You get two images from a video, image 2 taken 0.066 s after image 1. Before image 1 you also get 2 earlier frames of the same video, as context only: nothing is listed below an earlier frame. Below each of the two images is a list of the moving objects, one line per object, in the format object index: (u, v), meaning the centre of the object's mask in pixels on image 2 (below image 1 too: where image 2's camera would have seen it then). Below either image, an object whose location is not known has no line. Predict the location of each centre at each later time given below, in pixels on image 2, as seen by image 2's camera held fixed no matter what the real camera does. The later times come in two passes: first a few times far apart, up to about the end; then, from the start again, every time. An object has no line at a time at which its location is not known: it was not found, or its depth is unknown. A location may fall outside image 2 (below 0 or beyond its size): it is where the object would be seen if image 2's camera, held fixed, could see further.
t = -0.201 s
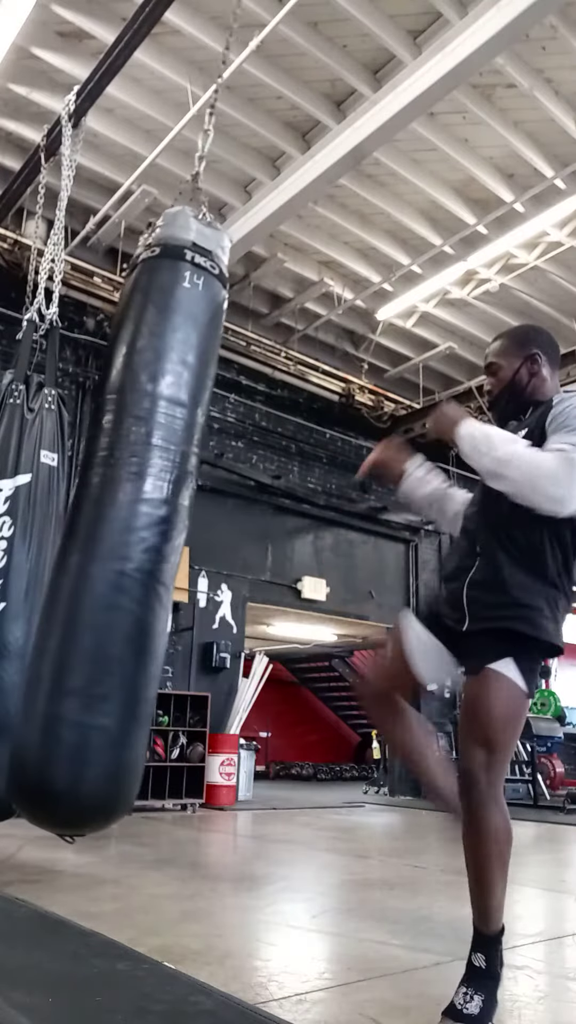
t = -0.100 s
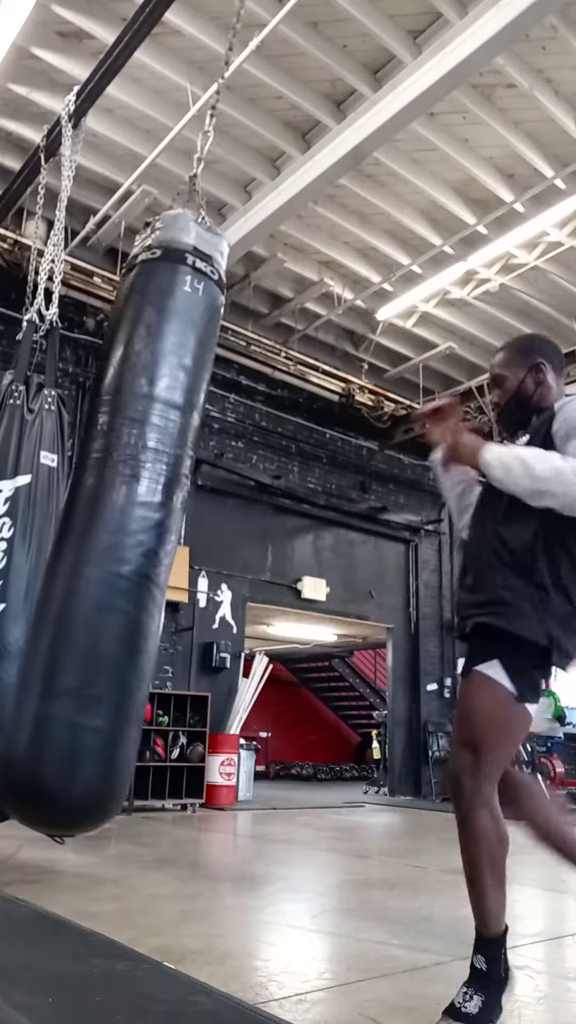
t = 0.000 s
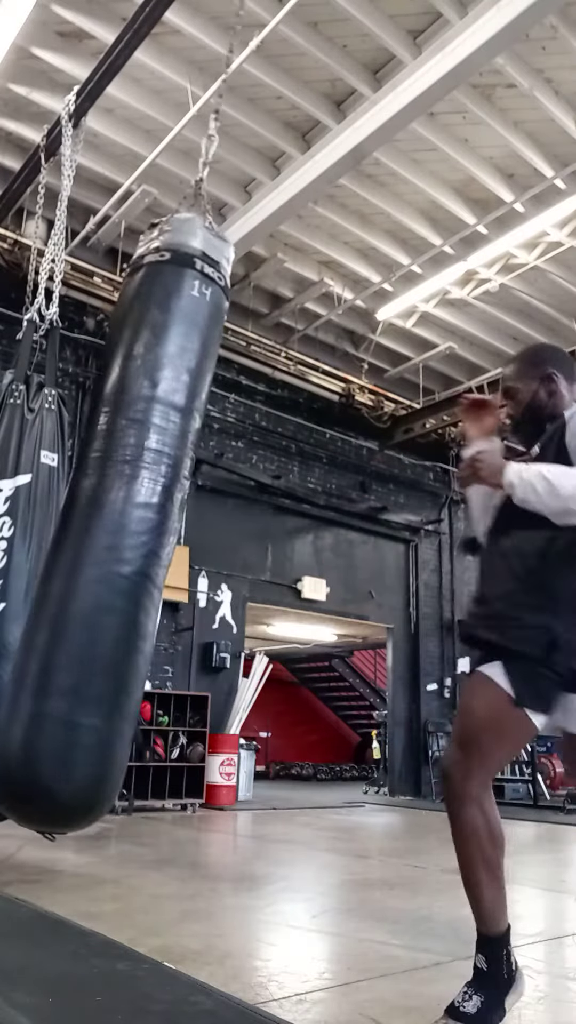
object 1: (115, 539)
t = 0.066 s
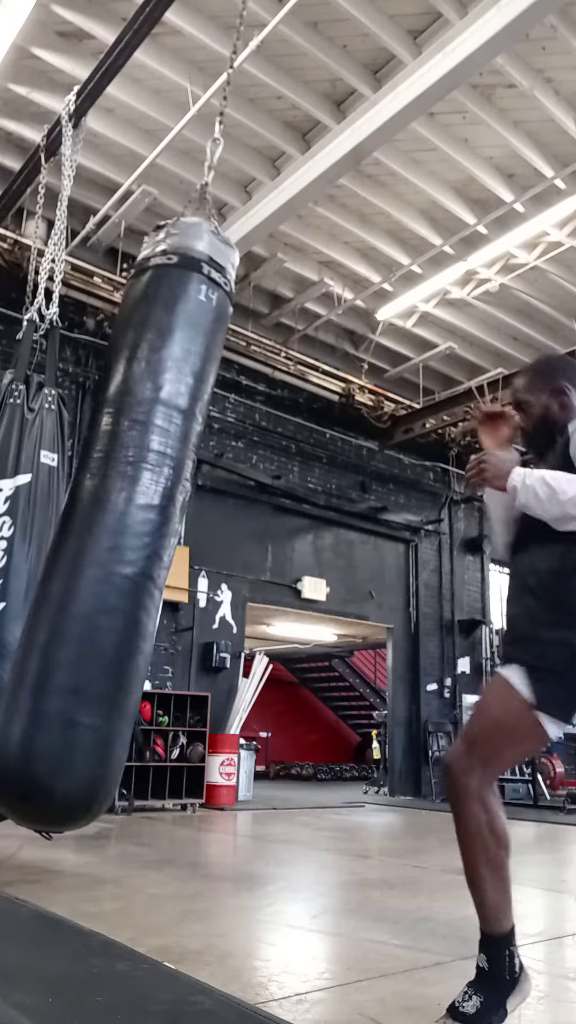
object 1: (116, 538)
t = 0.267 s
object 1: (127, 543)
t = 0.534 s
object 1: (166, 542)
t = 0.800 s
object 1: (217, 550)
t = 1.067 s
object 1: (269, 551)
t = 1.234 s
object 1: (297, 550)
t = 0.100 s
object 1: (117, 539)
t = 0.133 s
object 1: (118, 540)
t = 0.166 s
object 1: (120, 541)
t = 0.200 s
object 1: (122, 542)
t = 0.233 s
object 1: (124, 542)
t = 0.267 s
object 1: (127, 543)
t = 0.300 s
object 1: (130, 542)
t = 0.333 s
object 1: (135, 542)
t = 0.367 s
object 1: (139, 542)
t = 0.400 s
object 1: (144, 542)
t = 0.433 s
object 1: (149, 542)
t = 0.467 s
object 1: (154, 542)
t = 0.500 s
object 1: (160, 542)
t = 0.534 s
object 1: (166, 542)
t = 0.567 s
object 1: (172, 544)
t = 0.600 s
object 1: (177, 546)
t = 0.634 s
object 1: (183, 548)
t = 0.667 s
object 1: (189, 550)
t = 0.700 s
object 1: (196, 550)
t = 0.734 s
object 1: (203, 550)
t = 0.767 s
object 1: (210, 549)
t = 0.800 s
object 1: (217, 550)
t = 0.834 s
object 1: (224, 551)
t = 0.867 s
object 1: (231, 553)
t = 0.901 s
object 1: (238, 553)
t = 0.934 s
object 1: (244, 554)
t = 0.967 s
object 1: (250, 554)
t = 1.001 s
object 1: (257, 553)
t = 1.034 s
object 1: (263, 552)
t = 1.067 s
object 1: (269, 551)
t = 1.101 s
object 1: (275, 551)
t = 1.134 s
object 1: (281, 550)
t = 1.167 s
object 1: (287, 550)
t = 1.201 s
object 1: (292, 550)
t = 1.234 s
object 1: (297, 550)
